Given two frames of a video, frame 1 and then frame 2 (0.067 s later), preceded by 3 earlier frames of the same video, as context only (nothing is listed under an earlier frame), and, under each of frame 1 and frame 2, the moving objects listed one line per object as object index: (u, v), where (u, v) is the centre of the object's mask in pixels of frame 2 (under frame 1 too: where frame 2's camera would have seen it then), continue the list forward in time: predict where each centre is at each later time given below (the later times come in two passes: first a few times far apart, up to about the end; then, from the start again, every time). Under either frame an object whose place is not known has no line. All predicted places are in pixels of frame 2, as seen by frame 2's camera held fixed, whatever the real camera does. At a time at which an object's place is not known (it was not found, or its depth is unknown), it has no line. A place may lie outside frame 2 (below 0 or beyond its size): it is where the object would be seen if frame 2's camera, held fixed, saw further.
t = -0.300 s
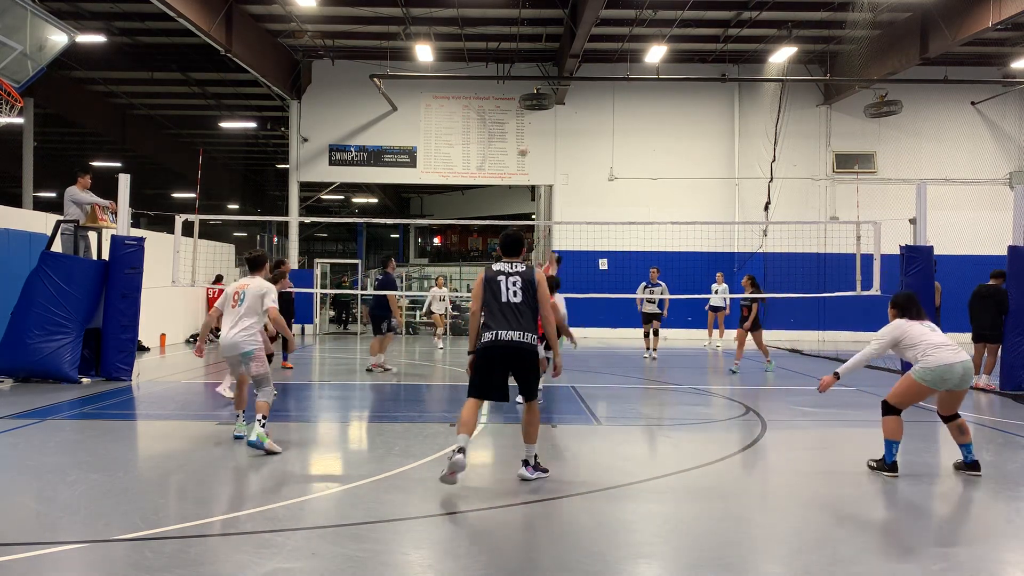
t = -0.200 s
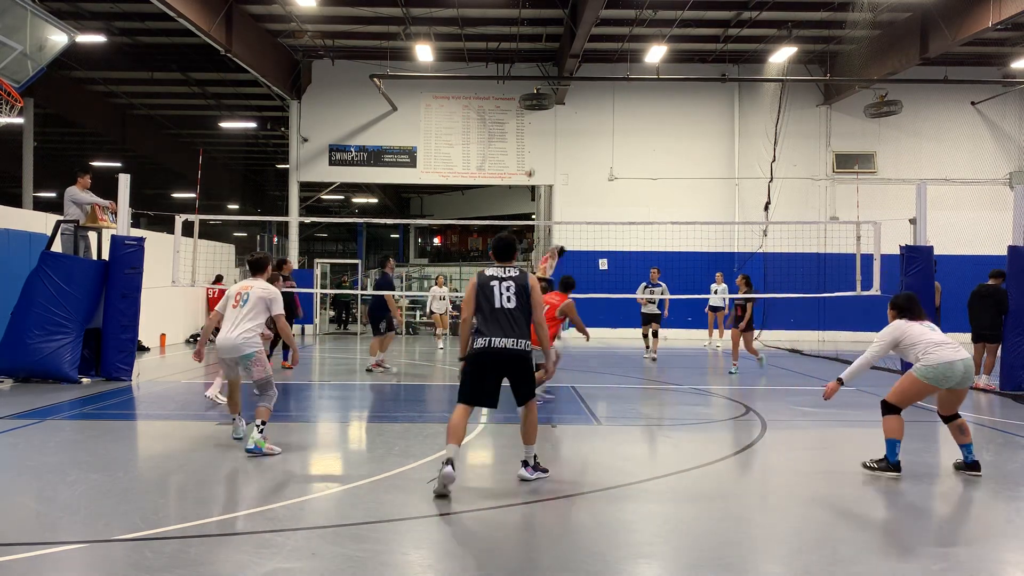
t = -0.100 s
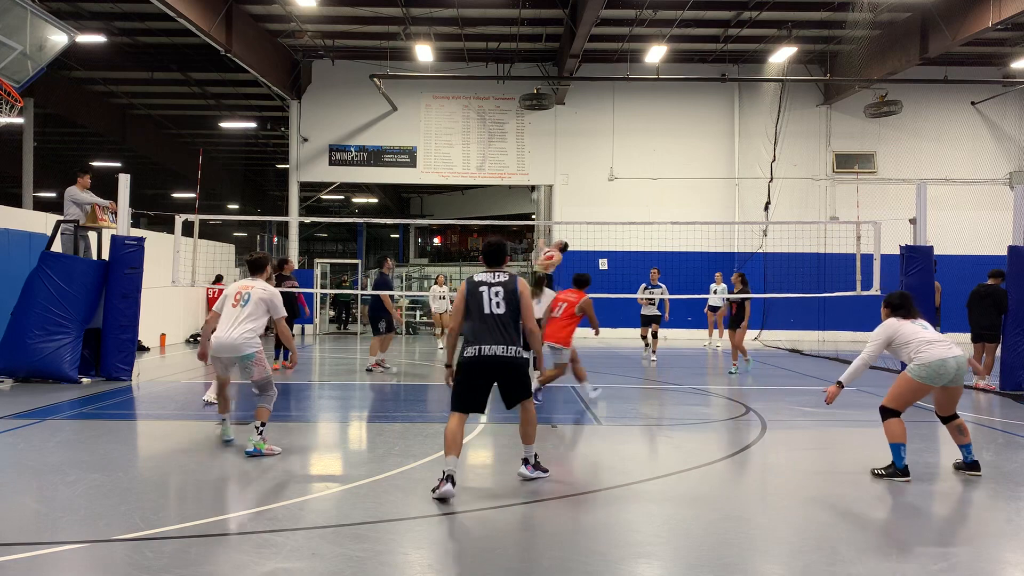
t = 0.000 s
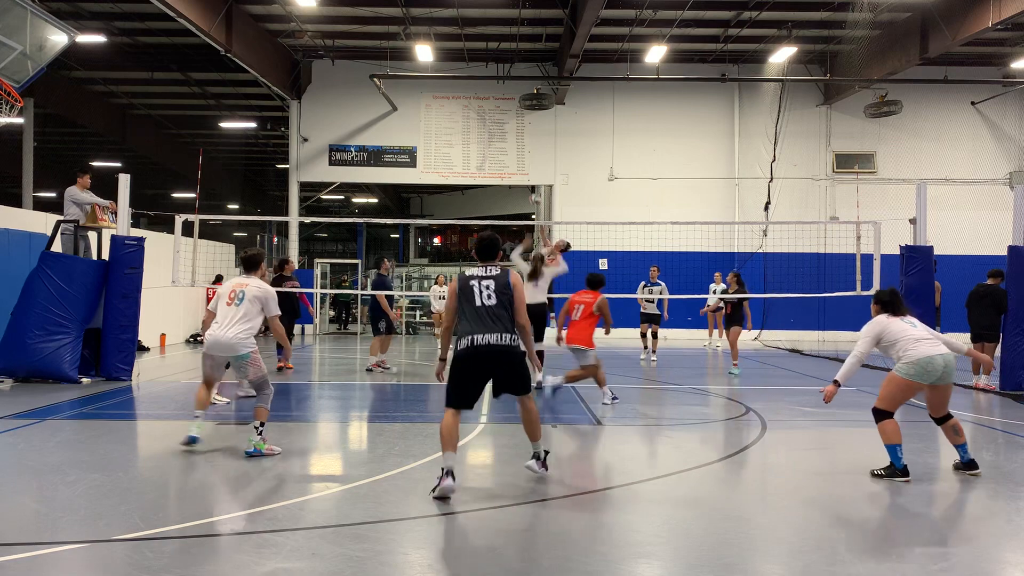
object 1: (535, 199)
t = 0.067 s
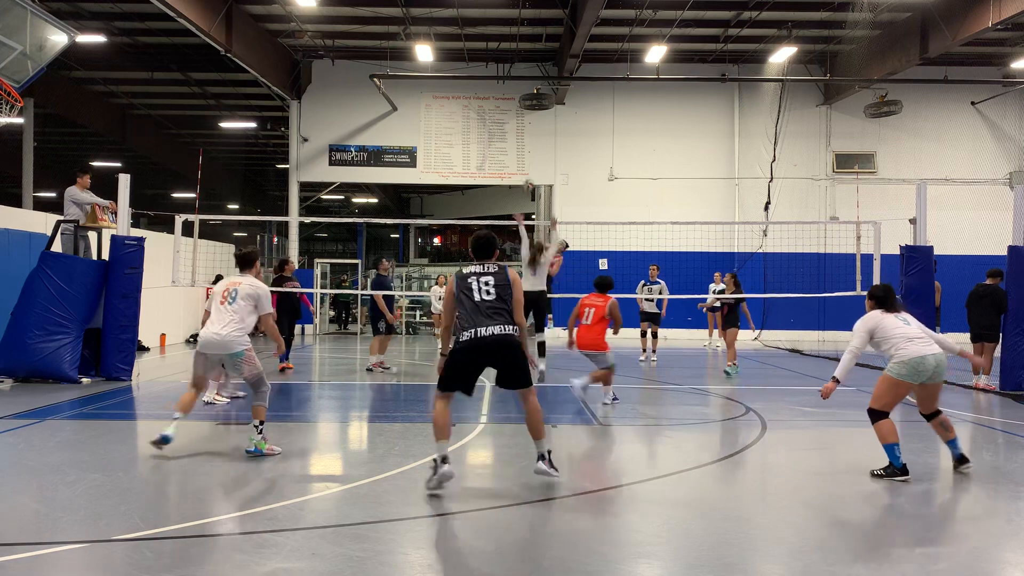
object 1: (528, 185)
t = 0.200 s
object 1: (514, 158)
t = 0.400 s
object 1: (492, 133)
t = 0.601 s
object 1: (466, 152)
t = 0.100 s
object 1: (525, 177)
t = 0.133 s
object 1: (522, 170)
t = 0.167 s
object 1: (519, 164)
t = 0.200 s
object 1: (514, 158)
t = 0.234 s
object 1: (511, 151)
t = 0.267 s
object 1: (507, 146)
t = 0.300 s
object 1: (503, 142)
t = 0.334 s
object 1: (500, 139)
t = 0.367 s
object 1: (496, 135)
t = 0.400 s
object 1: (492, 133)
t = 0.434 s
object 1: (488, 133)
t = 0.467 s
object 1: (484, 133)
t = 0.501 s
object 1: (480, 135)
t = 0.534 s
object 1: (476, 139)
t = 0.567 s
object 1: (471, 145)
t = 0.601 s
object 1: (466, 152)
